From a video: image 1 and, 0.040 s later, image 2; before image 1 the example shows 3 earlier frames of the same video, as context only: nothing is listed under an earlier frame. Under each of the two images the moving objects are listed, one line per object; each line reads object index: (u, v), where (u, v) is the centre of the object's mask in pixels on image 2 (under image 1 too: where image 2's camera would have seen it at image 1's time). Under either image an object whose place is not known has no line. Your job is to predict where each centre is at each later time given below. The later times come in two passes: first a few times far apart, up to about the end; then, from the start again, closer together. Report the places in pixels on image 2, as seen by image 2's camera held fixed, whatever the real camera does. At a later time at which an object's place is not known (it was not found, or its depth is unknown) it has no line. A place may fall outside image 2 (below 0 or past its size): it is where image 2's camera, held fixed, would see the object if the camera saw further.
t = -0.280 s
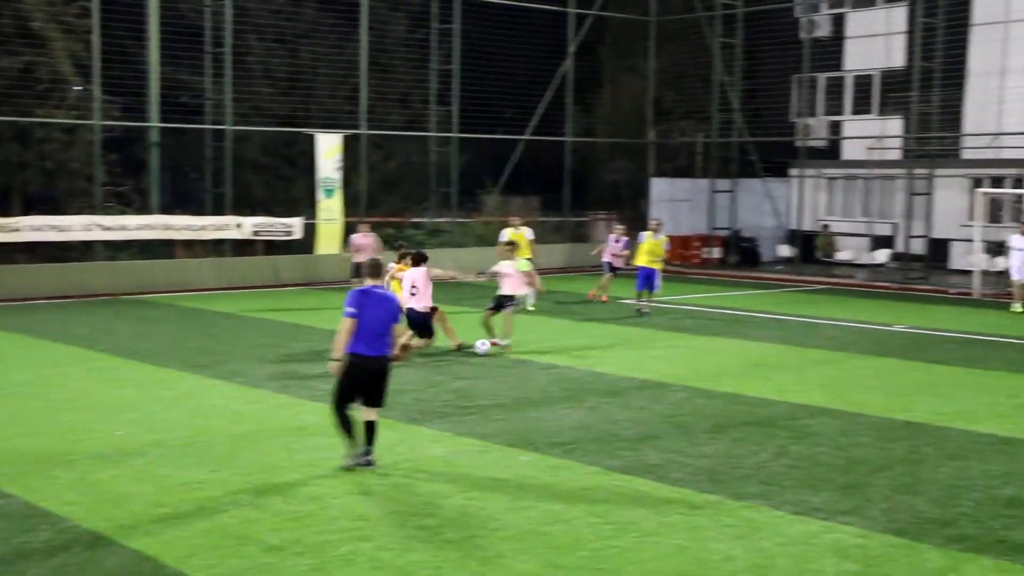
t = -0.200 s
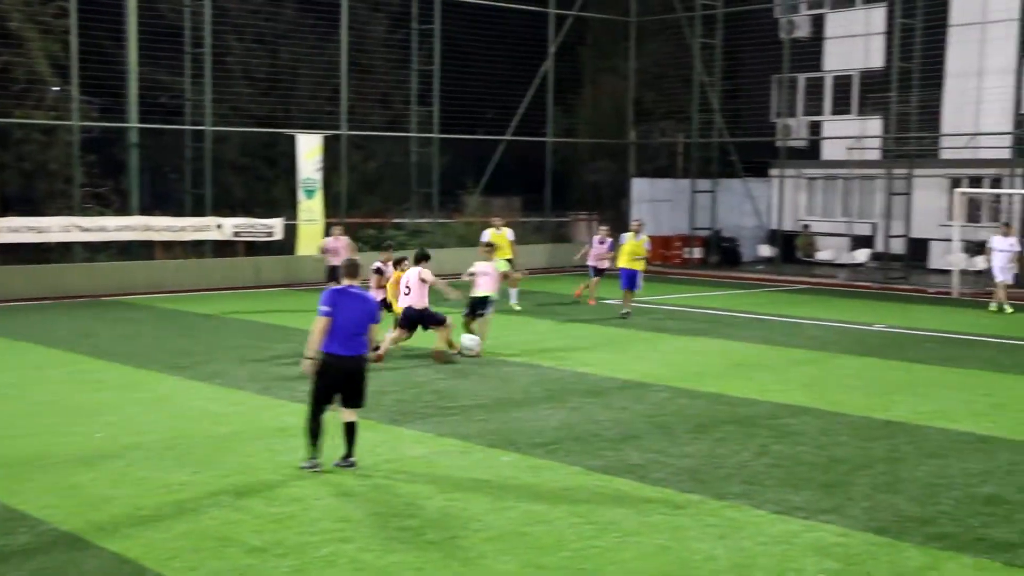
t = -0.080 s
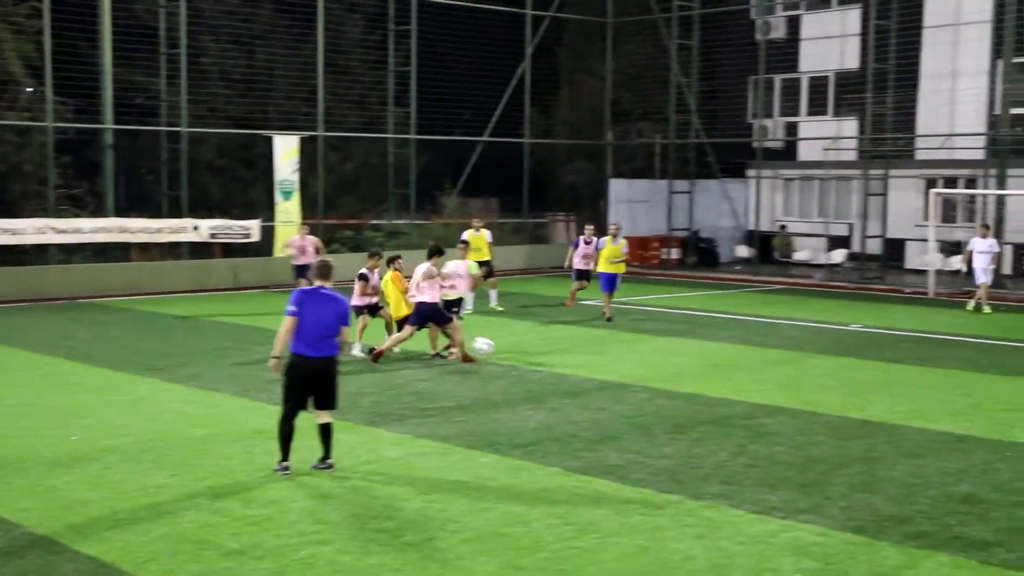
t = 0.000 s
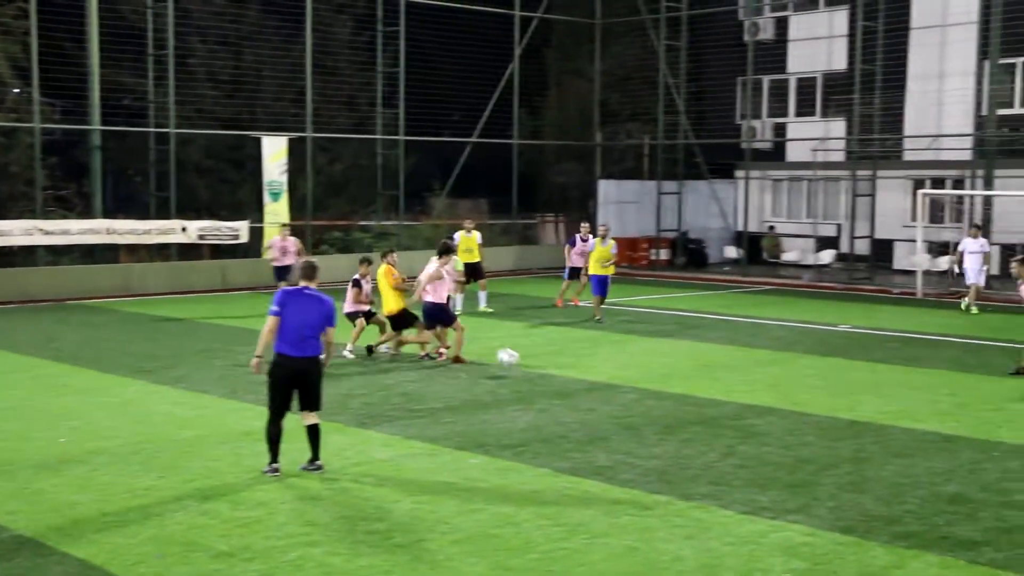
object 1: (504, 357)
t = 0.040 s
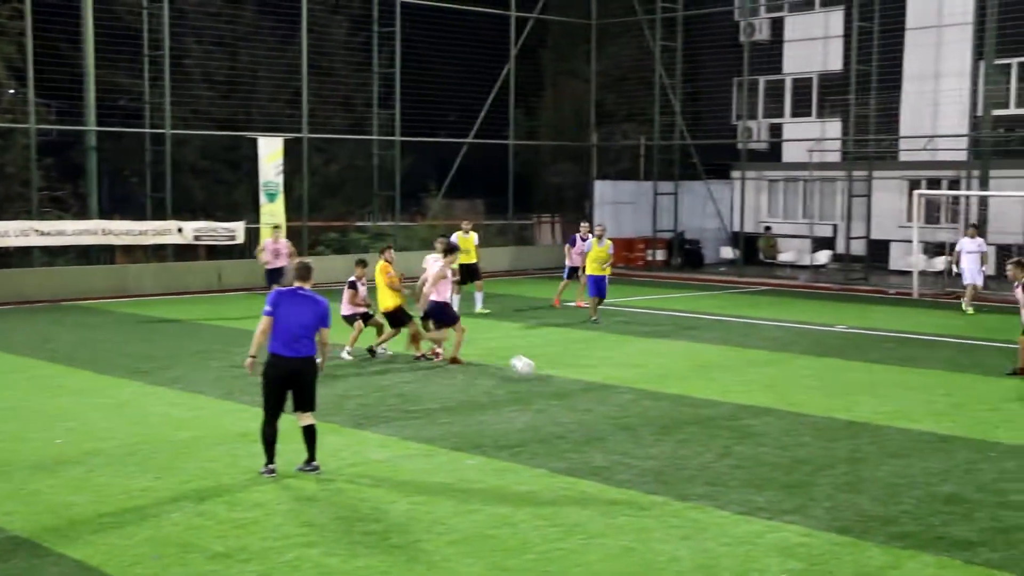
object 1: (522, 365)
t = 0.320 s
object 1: (624, 373)
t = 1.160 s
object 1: (895, 412)
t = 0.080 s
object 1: (540, 372)
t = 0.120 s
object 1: (553, 369)
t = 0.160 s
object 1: (567, 367)
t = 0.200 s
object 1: (579, 367)
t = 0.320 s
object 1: (624, 373)
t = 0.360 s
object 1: (639, 377)
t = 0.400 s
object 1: (654, 384)
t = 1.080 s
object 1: (869, 410)
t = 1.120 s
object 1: (882, 410)
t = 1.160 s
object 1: (895, 412)
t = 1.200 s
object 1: (907, 414)
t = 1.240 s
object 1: (921, 416)
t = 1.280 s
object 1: (935, 416)
